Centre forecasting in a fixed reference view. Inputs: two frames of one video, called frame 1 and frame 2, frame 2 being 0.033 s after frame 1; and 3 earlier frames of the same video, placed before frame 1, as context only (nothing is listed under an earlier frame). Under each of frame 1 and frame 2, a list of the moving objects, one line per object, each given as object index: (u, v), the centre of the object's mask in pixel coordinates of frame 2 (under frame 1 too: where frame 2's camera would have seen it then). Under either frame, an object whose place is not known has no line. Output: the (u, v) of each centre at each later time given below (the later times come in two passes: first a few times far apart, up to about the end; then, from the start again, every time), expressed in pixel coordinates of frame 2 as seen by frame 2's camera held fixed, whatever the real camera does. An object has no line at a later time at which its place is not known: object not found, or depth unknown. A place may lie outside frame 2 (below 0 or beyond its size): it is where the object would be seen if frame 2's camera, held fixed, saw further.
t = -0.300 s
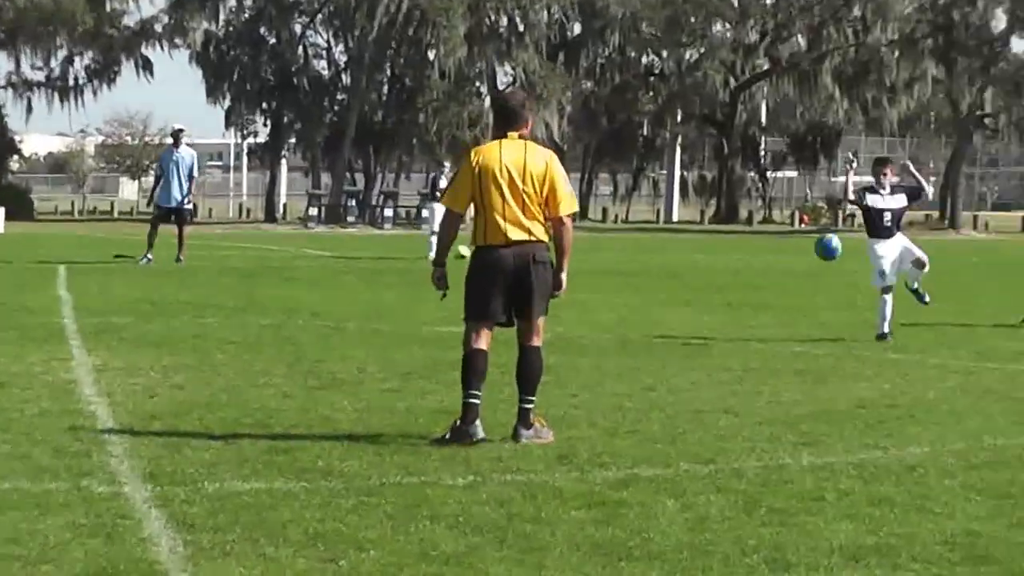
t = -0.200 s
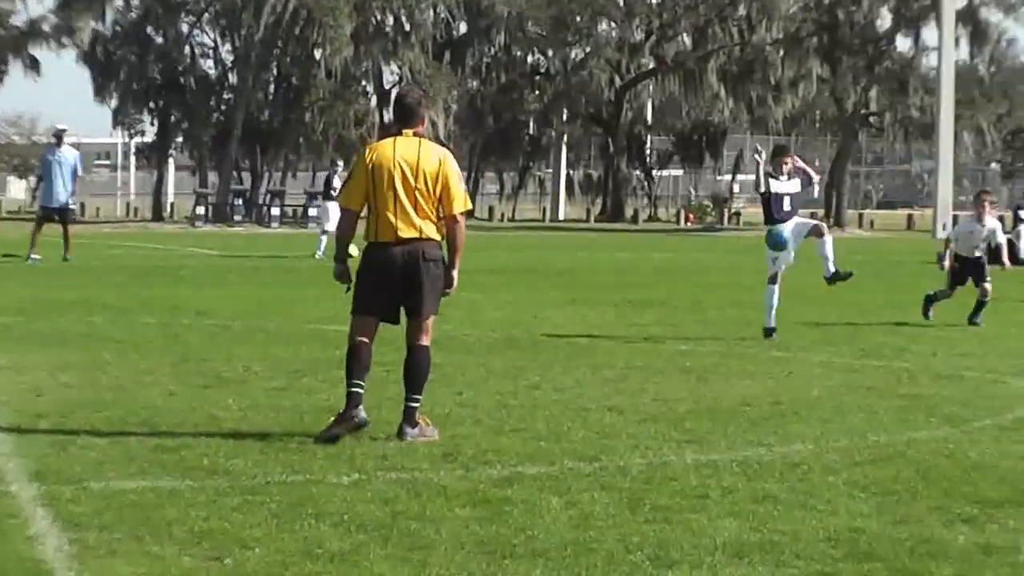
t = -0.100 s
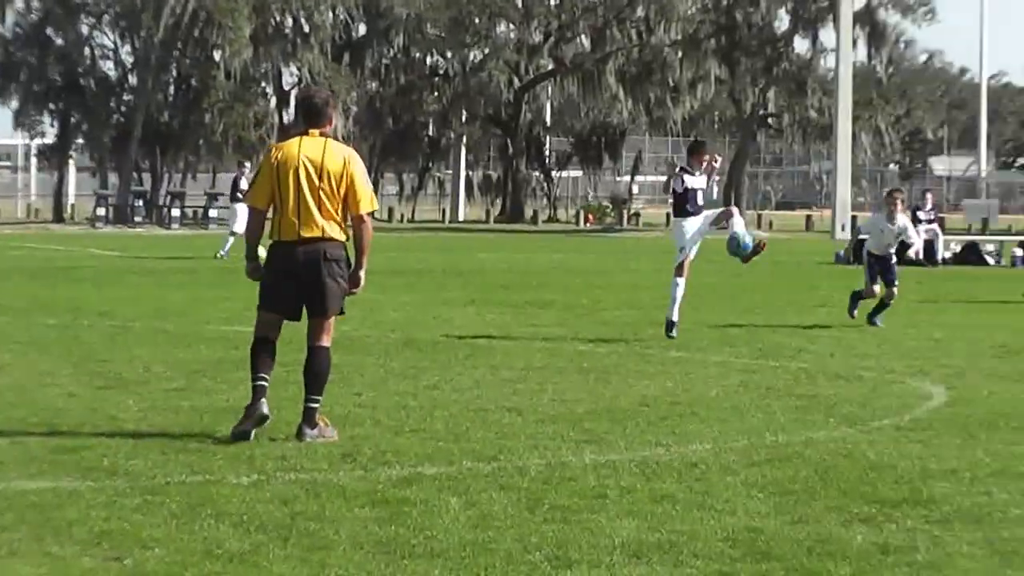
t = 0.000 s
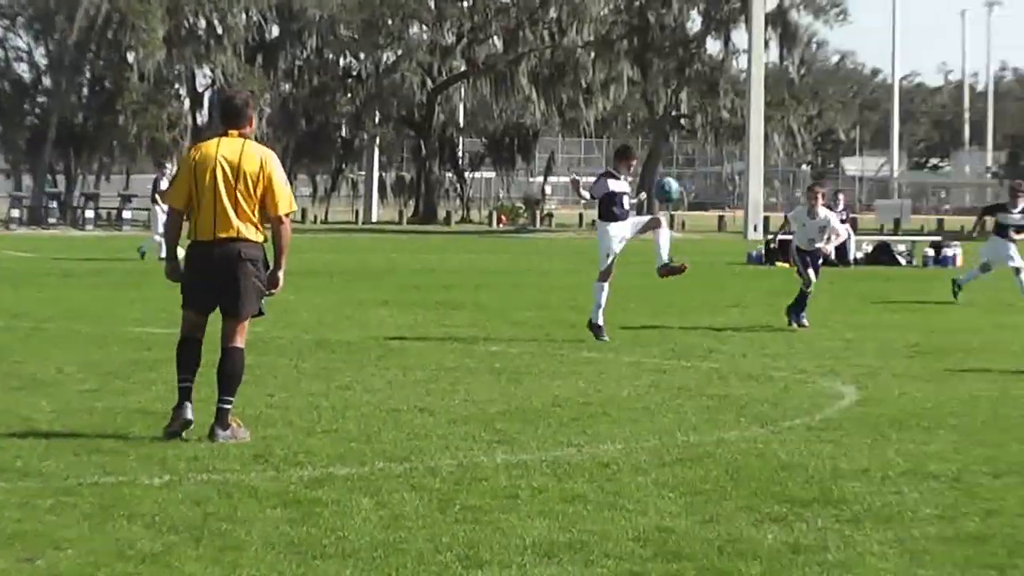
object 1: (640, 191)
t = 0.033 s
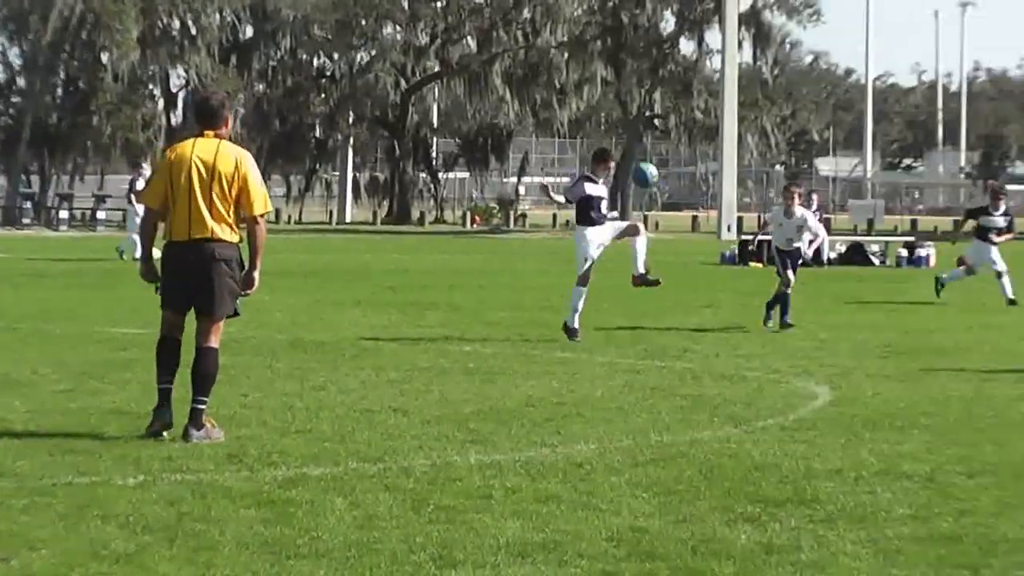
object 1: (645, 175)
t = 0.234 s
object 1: (673, 109)
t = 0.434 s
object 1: (700, 91)
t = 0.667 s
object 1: (732, 143)
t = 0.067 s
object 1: (649, 160)
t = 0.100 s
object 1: (654, 147)
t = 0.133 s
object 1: (658, 134)
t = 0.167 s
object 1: (662, 125)
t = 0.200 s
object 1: (666, 116)
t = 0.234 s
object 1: (673, 109)
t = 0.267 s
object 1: (676, 103)
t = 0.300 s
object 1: (679, 98)
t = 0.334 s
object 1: (686, 94)
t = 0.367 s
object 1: (693, 93)
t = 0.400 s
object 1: (695, 92)
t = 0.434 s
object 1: (700, 91)
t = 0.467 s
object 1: (704, 95)
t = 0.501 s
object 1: (708, 99)
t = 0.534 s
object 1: (713, 104)
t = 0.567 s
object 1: (717, 111)
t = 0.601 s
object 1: (723, 121)
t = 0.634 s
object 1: (729, 131)
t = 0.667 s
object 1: (732, 143)
